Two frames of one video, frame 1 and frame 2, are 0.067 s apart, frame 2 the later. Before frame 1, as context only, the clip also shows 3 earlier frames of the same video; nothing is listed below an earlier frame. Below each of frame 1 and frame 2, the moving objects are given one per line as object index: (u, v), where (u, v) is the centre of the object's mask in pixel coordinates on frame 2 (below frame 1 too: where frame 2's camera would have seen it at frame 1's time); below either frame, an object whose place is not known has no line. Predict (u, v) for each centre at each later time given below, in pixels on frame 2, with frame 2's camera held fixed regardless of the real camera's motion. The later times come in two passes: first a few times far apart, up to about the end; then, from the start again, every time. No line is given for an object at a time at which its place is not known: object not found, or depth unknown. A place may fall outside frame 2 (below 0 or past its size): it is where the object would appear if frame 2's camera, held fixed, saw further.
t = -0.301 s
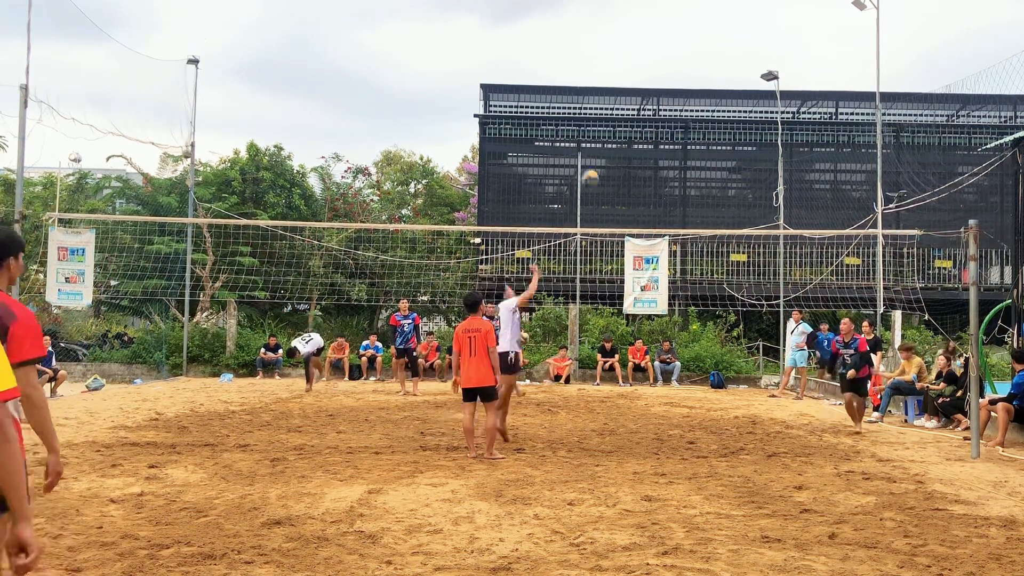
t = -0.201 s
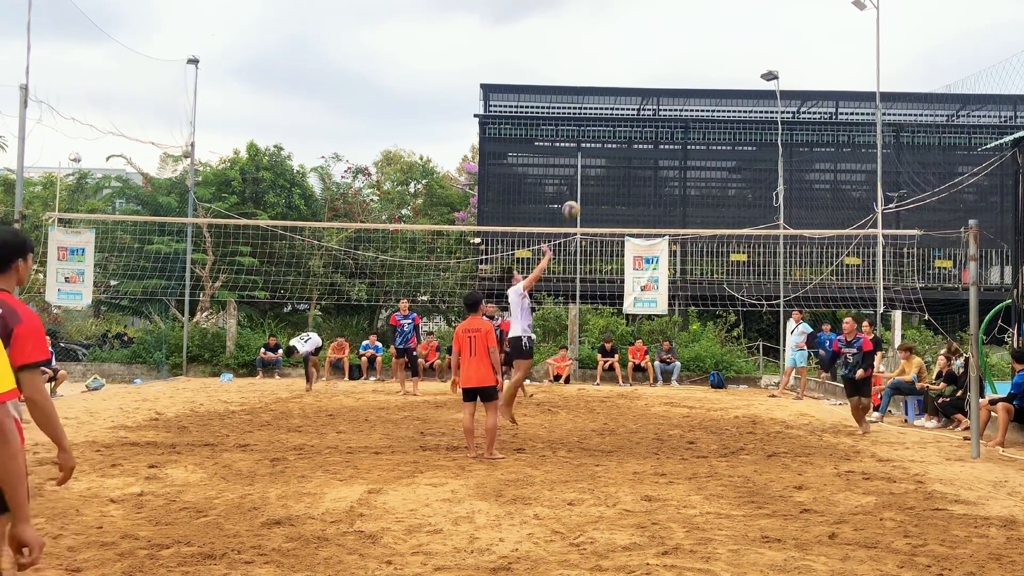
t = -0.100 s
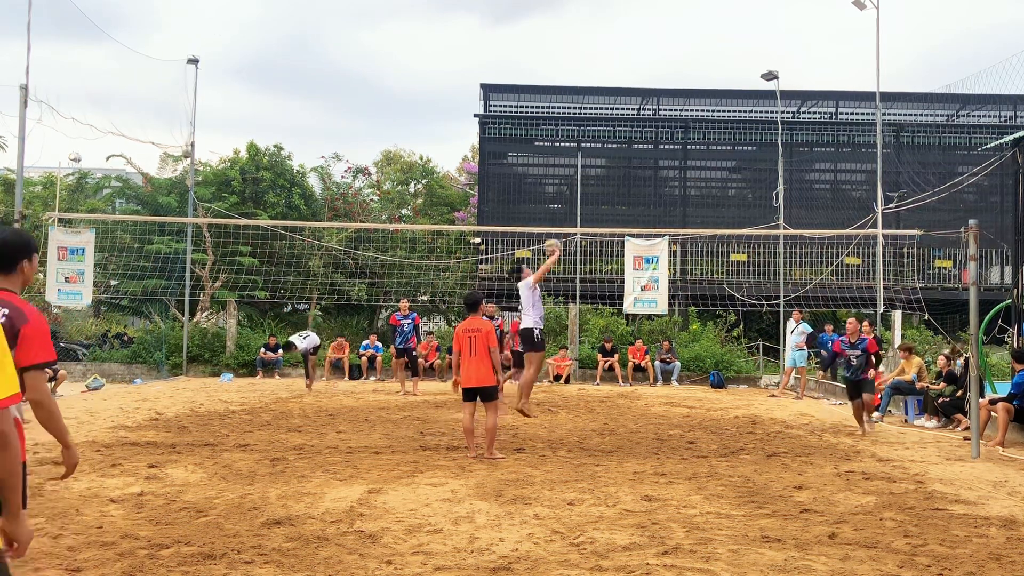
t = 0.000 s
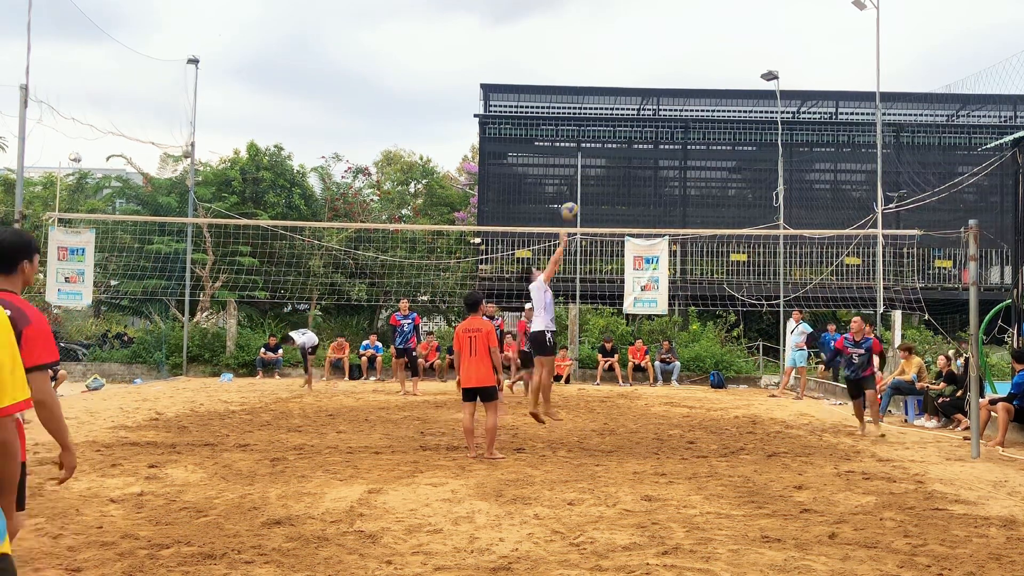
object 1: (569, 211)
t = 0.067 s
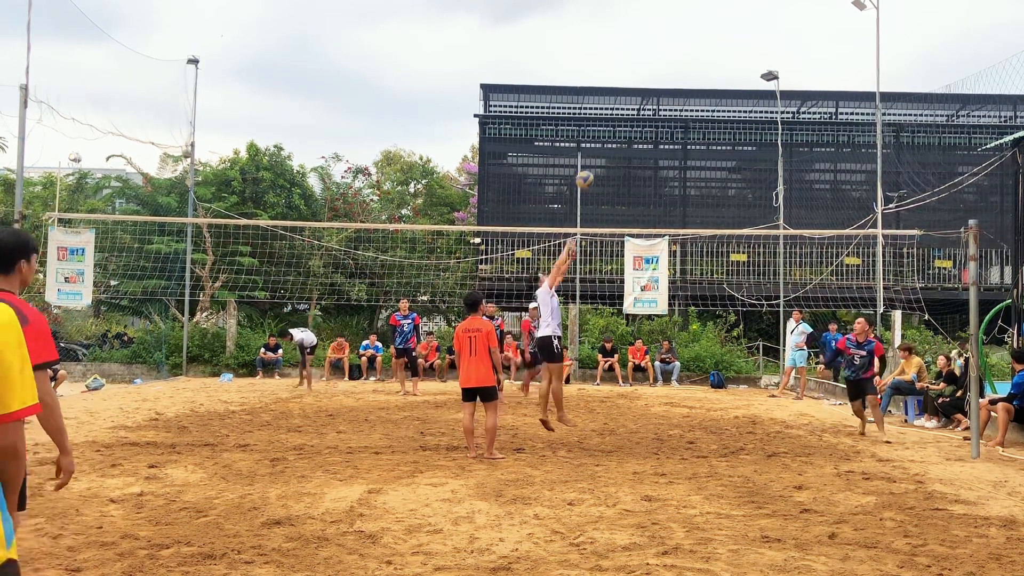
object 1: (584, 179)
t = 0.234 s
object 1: (622, 117)
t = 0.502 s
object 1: (678, 68)
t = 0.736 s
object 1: (724, 75)
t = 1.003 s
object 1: (774, 139)
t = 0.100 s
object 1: (592, 165)
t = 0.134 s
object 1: (600, 152)
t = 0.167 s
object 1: (607, 140)
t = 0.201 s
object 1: (614, 128)
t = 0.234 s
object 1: (622, 117)
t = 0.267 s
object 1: (630, 108)
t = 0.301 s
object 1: (636, 100)
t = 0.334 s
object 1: (643, 92)
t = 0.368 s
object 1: (650, 84)
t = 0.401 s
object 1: (657, 79)
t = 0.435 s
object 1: (664, 74)
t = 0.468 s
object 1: (671, 71)
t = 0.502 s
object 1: (678, 68)
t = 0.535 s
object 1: (684, 66)
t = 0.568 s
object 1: (691, 65)
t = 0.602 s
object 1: (698, 65)
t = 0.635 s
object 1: (705, 66)
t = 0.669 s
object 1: (711, 68)
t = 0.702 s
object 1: (718, 71)
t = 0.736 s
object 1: (724, 75)
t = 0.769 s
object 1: (731, 80)
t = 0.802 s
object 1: (737, 85)
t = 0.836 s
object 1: (744, 92)
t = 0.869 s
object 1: (750, 100)
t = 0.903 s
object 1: (756, 108)
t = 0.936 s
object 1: (762, 118)
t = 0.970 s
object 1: (768, 128)
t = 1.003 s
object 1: (774, 139)
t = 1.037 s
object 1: (780, 152)
